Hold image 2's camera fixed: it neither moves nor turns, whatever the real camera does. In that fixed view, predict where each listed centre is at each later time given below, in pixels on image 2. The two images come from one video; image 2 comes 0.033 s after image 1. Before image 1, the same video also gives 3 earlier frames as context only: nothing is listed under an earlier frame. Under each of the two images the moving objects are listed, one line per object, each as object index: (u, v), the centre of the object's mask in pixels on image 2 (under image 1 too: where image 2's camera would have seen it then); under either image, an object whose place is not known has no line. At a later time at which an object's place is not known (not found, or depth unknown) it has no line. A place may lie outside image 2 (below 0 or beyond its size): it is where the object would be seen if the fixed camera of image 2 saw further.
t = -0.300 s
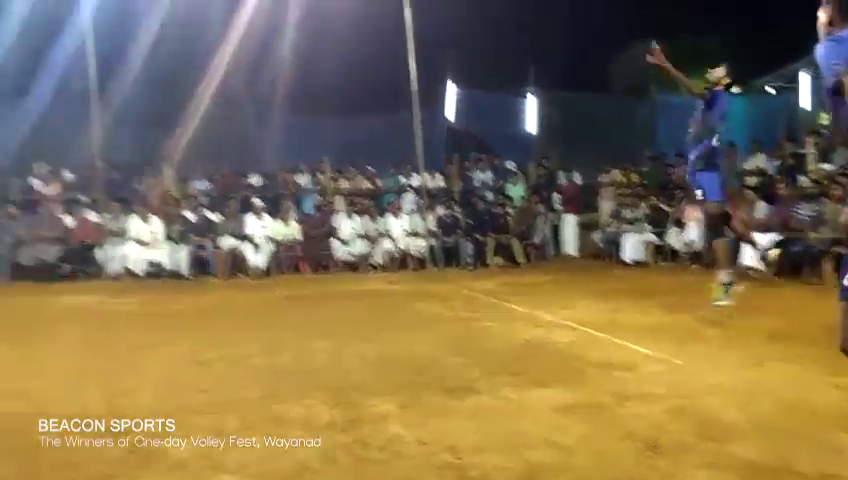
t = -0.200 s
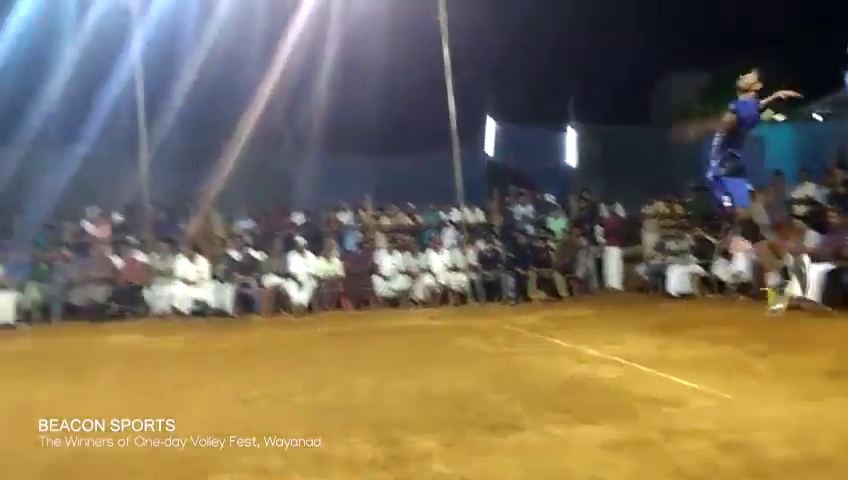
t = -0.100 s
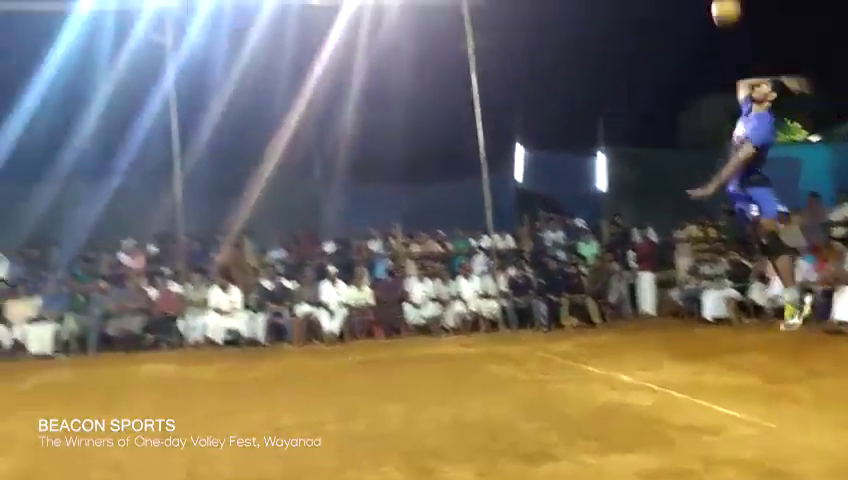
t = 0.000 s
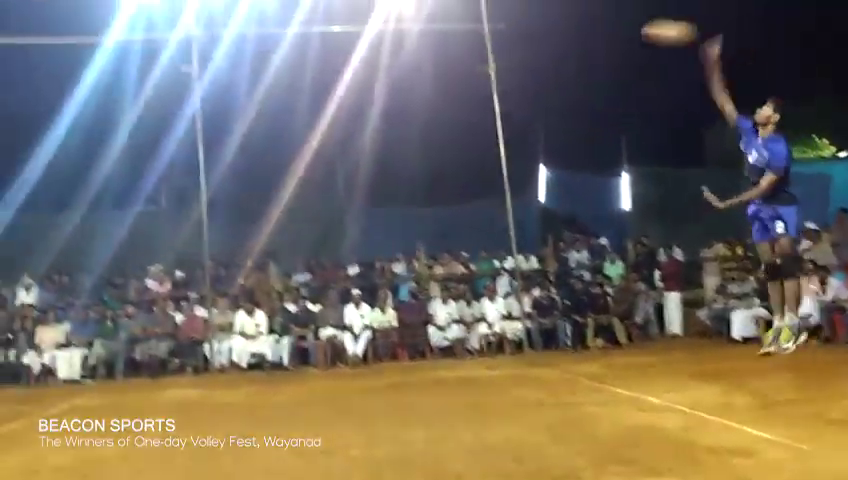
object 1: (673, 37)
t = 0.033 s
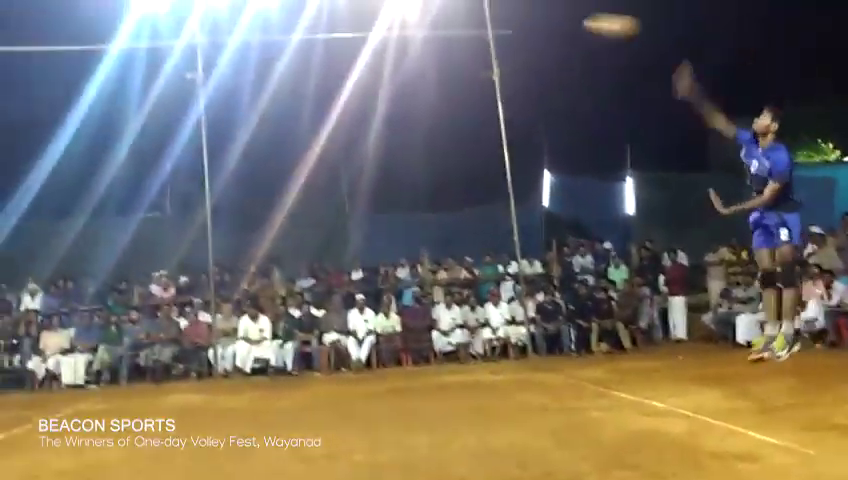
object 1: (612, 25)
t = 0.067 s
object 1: (550, 15)
